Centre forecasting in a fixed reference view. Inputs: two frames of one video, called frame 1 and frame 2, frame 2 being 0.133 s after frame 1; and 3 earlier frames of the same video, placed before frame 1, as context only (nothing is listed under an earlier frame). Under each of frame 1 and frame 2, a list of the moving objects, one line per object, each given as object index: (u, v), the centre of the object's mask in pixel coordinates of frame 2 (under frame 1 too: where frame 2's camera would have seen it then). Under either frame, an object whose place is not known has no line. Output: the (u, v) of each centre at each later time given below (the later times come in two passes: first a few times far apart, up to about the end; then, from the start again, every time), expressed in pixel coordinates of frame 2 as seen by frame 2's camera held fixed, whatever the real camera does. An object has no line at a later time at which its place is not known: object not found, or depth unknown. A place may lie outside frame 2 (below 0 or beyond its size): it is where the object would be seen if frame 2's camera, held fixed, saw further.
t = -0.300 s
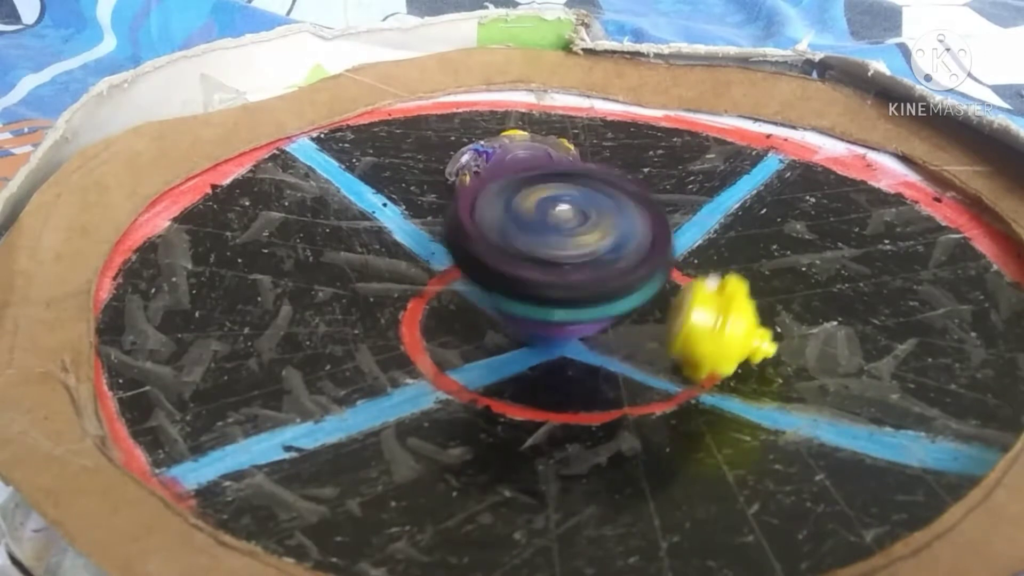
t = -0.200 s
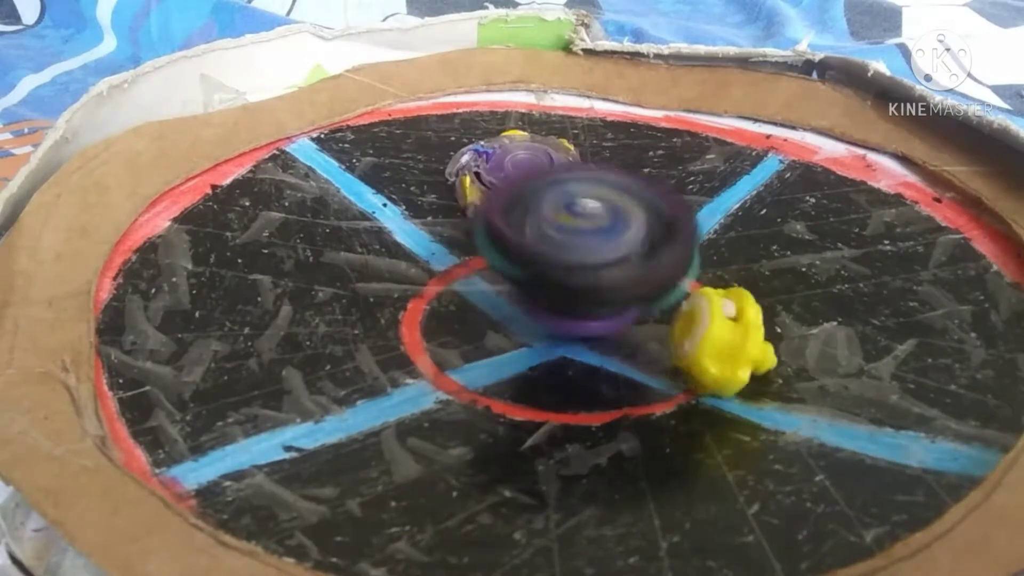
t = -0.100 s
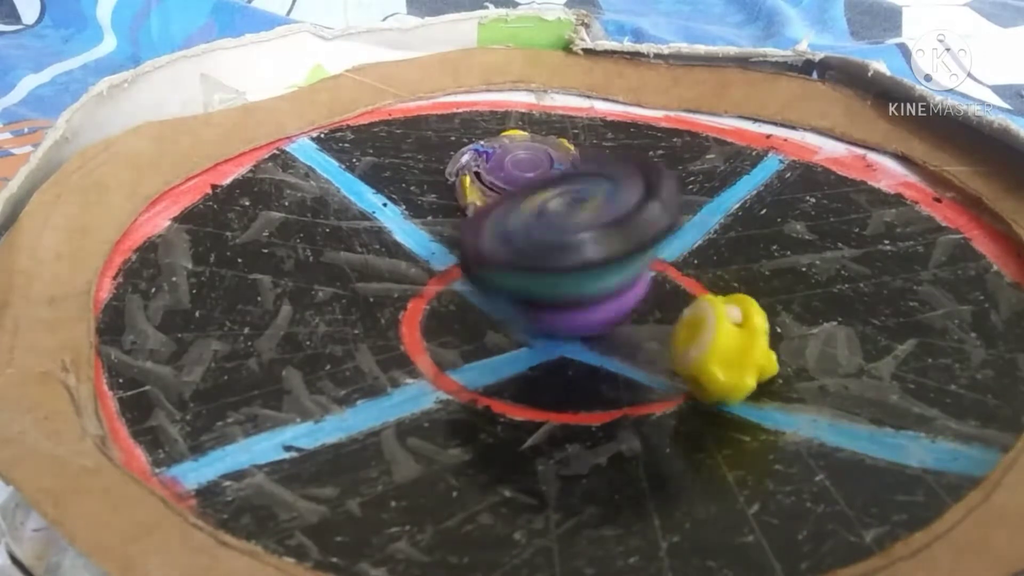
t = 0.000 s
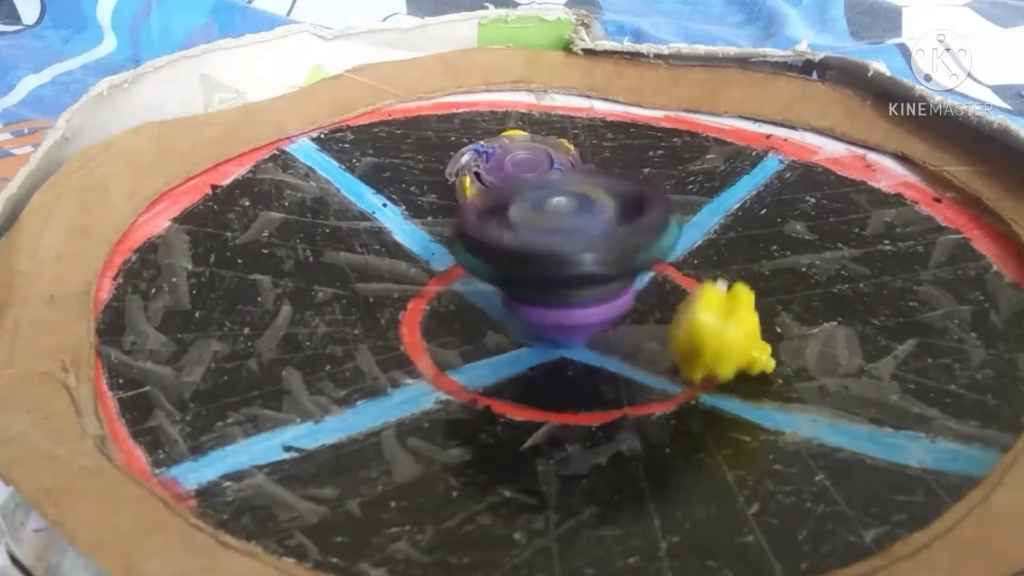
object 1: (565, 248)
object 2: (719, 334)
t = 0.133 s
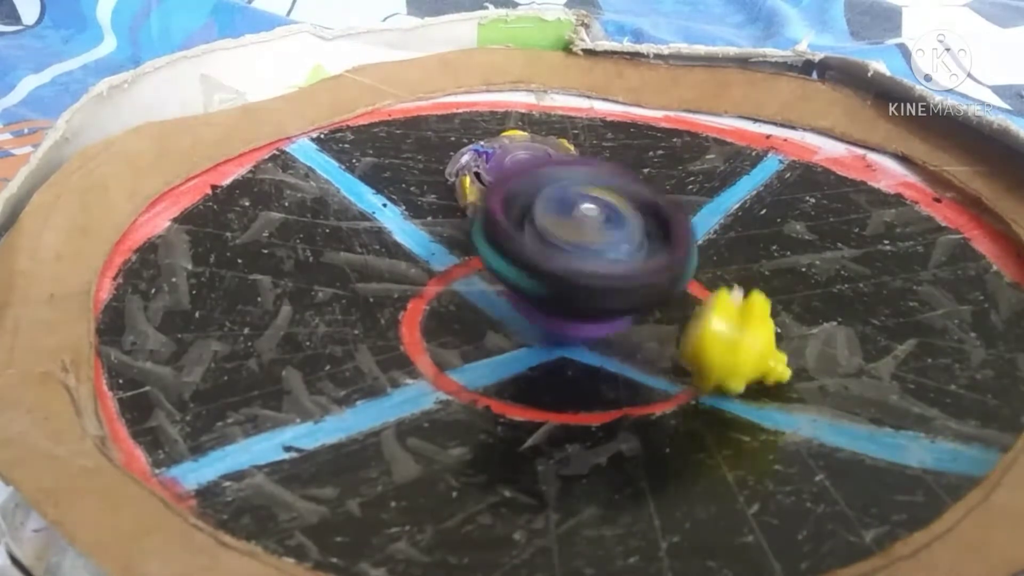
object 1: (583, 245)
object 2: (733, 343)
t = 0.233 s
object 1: (578, 240)
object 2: (731, 351)
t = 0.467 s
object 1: (565, 249)
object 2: (726, 328)
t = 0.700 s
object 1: (600, 247)
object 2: (728, 342)
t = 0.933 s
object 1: (554, 267)
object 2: (735, 357)
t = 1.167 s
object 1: (562, 245)
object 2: (722, 338)
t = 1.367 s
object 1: (609, 254)
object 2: (724, 349)
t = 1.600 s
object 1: (593, 254)
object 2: (724, 348)
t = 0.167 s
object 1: (586, 244)
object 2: (732, 348)
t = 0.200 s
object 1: (580, 241)
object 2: (732, 352)
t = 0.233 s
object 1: (578, 240)
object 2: (731, 351)
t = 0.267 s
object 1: (567, 236)
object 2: (730, 349)
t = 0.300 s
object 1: (560, 239)
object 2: (729, 345)
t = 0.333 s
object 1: (555, 250)
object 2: (730, 340)
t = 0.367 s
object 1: (558, 258)
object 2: (730, 332)
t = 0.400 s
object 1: (558, 256)
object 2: (725, 326)
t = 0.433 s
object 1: (566, 251)
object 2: (724, 325)
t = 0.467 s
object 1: (565, 249)
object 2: (726, 328)
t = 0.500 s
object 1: (561, 250)
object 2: (728, 334)
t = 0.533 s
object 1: (558, 248)
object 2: (725, 342)
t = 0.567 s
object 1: (560, 248)
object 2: (723, 346)
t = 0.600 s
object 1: (572, 248)
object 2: (721, 348)
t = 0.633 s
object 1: (583, 249)
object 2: (722, 347)
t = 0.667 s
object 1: (592, 247)
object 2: (724, 344)
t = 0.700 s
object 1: (600, 247)
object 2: (728, 342)
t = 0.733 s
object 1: (589, 247)
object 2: (741, 351)
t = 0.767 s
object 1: (575, 244)
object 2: (744, 355)
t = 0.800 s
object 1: (559, 258)
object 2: (743, 357)
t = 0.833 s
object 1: (555, 272)
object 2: (741, 358)
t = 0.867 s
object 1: (554, 272)
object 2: (739, 358)
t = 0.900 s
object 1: (554, 270)
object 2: (736, 358)
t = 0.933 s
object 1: (554, 267)
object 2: (735, 357)
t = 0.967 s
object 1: (550, 265)
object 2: (735, 356)
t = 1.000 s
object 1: (543, 268)
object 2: (736, 354)
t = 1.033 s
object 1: (549, 267)
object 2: (737, 351)
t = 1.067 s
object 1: (558, 257)
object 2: (736, 345)
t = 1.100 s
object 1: (565, 247)
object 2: (729, 339)
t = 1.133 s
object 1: (565, 245)
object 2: (723, 338)
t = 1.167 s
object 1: (562, 245)
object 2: (722, 338)
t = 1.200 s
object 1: (564, 244)
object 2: (721, 341)
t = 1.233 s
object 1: (570, 246)
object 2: (722, 346)
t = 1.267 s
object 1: (576, 252)
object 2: (722, 347)
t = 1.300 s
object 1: (591, 255)
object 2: (721, 346)
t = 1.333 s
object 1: (602, 255)
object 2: (722, 348)
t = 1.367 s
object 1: (609, 254)
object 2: (724, 349)
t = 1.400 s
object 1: (612, 252)
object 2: (724, 348)
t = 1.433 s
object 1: (611, 251)
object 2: (724, 349)
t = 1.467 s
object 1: (611, 252)
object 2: (724, 349)
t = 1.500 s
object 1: (608, 254)
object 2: (724, 349)
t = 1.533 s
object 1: (603, 254)
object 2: (724, 348)
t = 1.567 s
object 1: (599, 254)
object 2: (724, 348)
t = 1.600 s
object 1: (593, 254)
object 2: (724, 348)
